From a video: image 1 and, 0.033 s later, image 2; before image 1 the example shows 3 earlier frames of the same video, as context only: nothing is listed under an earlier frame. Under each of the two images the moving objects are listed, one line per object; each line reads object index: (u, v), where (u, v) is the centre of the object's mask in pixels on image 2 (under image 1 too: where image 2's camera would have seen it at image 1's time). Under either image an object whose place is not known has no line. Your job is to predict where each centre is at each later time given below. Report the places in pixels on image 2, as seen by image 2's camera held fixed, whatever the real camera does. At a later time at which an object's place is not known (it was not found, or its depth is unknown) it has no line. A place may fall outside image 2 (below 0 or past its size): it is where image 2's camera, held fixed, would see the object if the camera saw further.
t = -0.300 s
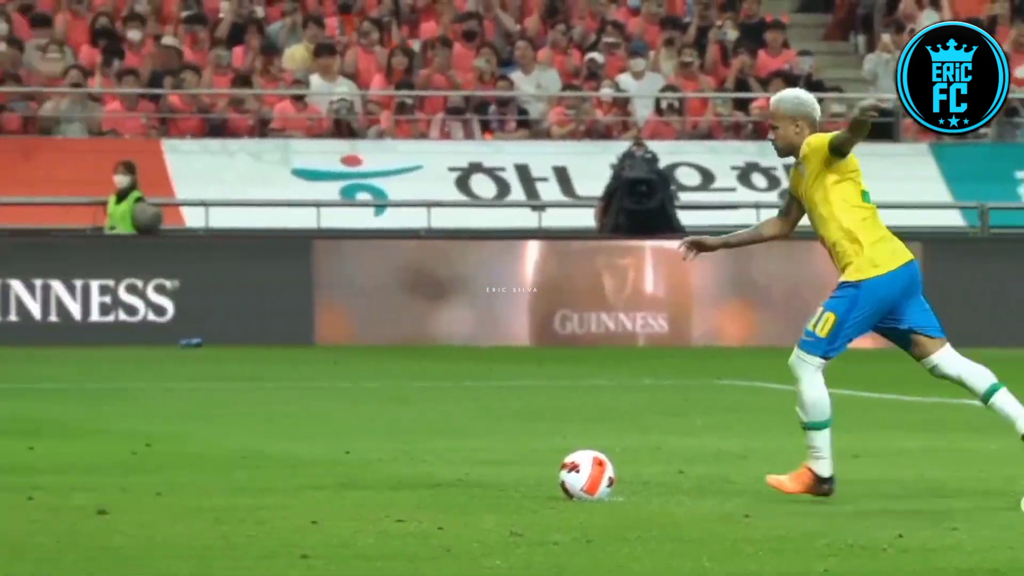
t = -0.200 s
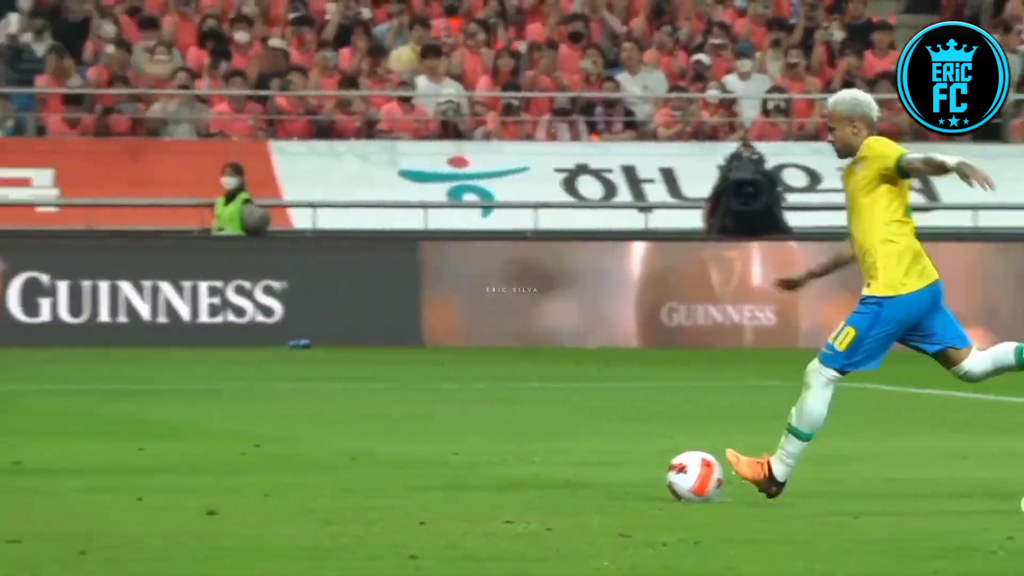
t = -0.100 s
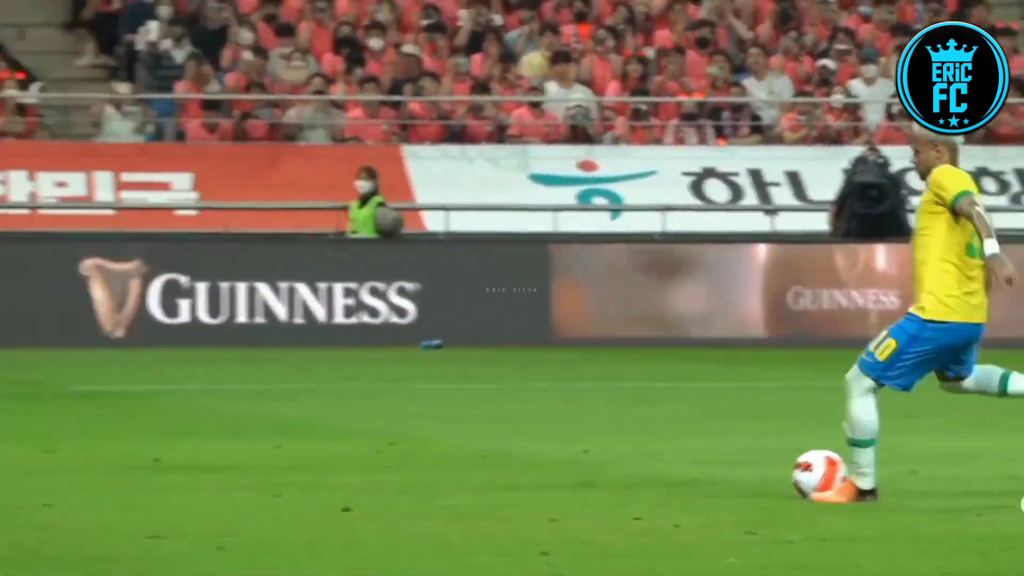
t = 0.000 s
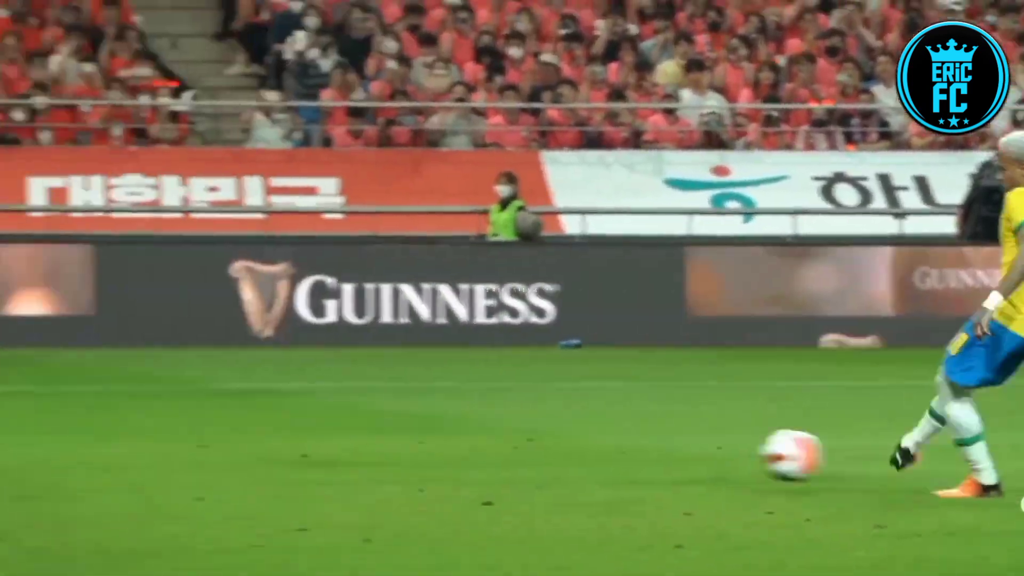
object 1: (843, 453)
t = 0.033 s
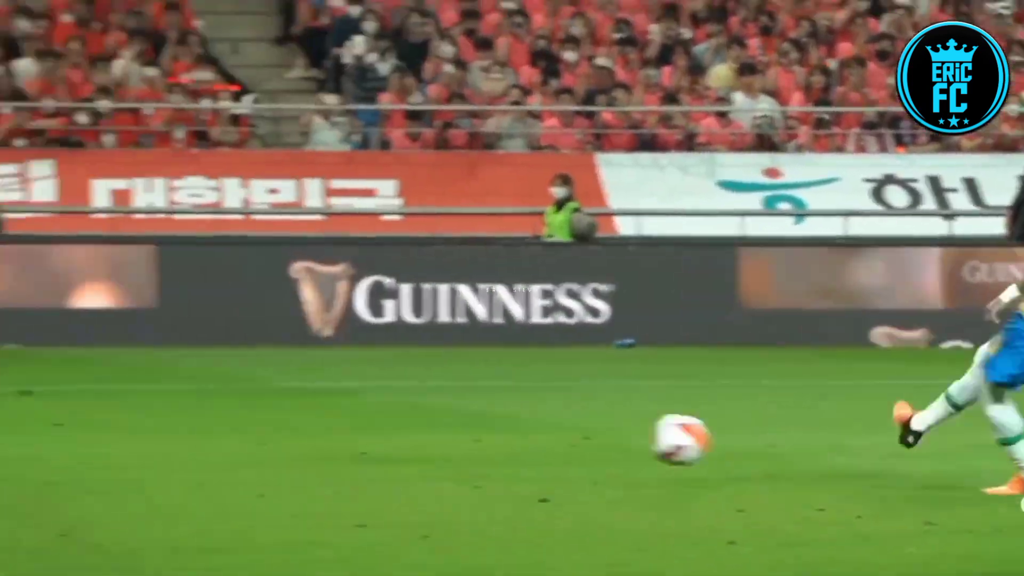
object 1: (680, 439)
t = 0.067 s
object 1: (520, 430)
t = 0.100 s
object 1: (358, 424)
